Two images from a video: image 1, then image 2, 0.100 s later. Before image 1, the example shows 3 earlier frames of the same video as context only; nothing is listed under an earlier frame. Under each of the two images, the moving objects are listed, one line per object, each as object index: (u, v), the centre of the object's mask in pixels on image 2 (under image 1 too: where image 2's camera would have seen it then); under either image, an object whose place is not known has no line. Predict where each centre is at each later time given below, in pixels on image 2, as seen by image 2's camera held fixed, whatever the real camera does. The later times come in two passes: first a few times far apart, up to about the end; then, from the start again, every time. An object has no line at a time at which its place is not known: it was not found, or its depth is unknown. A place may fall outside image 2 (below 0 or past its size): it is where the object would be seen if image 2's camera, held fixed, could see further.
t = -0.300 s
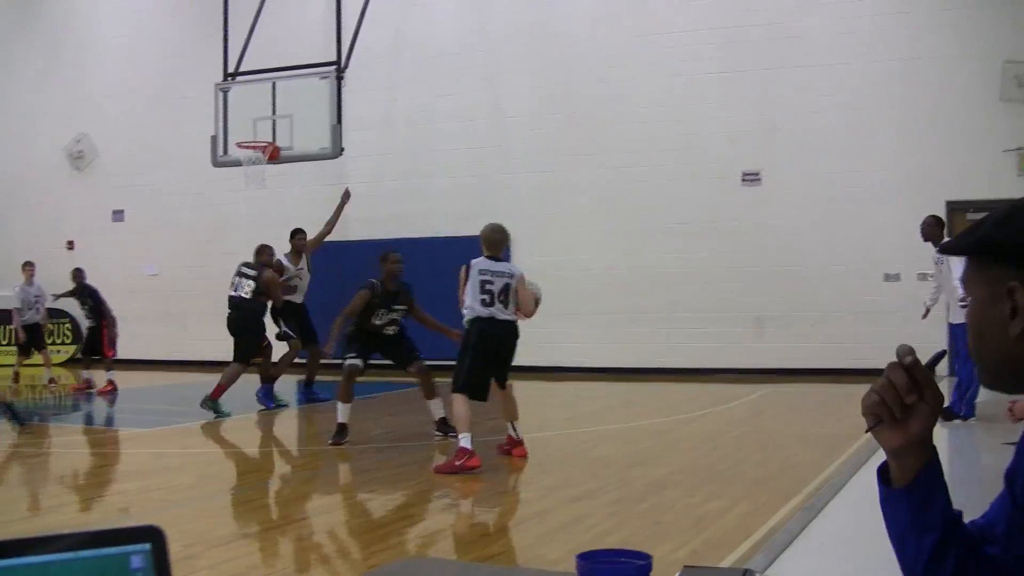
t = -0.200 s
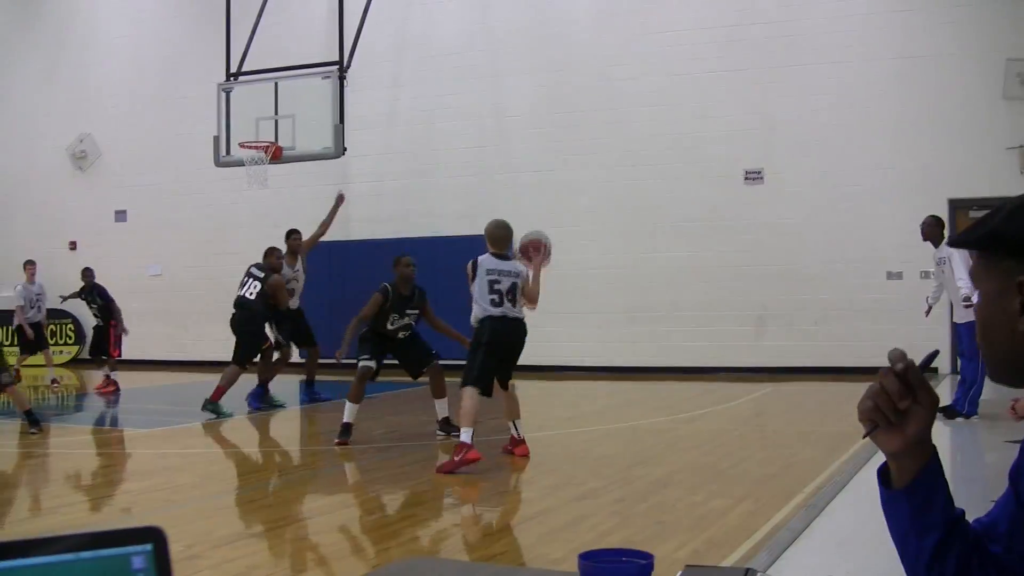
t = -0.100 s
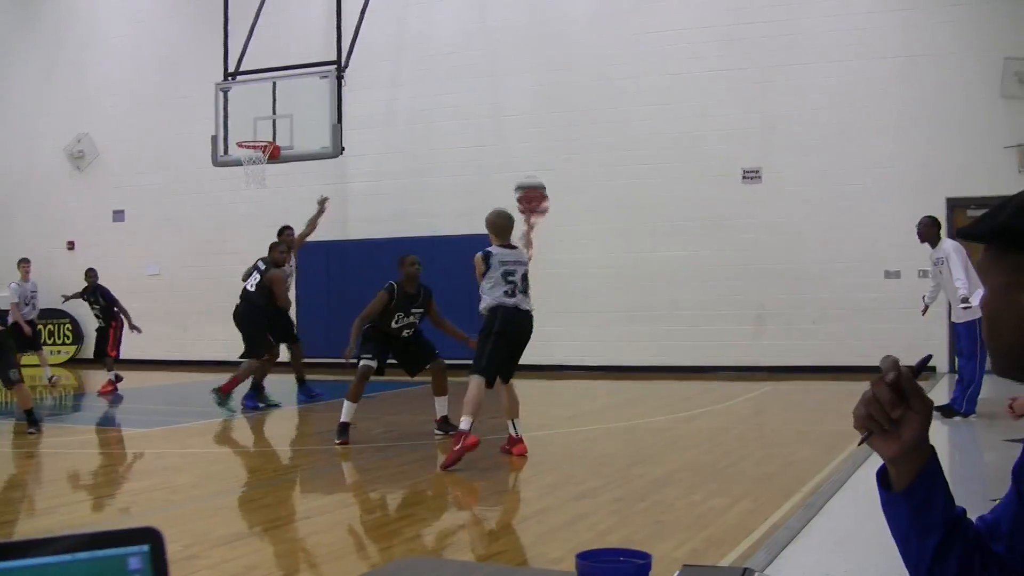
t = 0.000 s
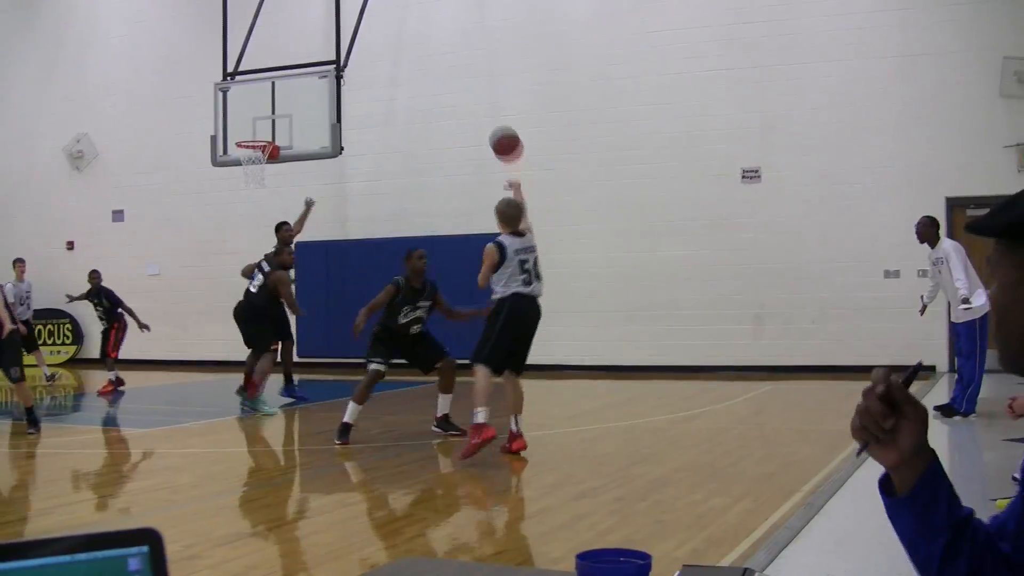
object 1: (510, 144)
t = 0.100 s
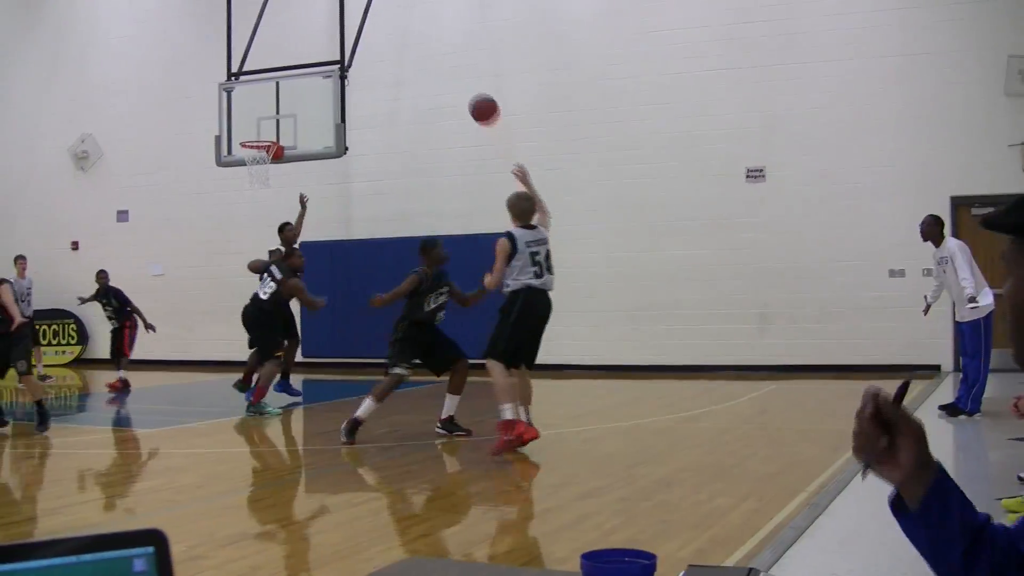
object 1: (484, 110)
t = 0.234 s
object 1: (454, 86)
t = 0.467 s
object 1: (413, 92)
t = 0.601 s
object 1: (394, 117)
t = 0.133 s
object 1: (476, 101)
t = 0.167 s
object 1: (469, 95)
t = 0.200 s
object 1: (461, 90)
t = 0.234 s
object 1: (454, 86)
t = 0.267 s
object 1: (448, 83)
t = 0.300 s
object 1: (442, 82)
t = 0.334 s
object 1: (436, 82)
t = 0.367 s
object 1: (430, 83)
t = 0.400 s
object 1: (424, 85)
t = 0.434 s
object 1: (418, 88)
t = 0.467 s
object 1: (413, 92)
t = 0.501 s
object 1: (408, 97)
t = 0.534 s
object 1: (403, 103)
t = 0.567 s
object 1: (398, 110)
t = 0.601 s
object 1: (394, 117)
